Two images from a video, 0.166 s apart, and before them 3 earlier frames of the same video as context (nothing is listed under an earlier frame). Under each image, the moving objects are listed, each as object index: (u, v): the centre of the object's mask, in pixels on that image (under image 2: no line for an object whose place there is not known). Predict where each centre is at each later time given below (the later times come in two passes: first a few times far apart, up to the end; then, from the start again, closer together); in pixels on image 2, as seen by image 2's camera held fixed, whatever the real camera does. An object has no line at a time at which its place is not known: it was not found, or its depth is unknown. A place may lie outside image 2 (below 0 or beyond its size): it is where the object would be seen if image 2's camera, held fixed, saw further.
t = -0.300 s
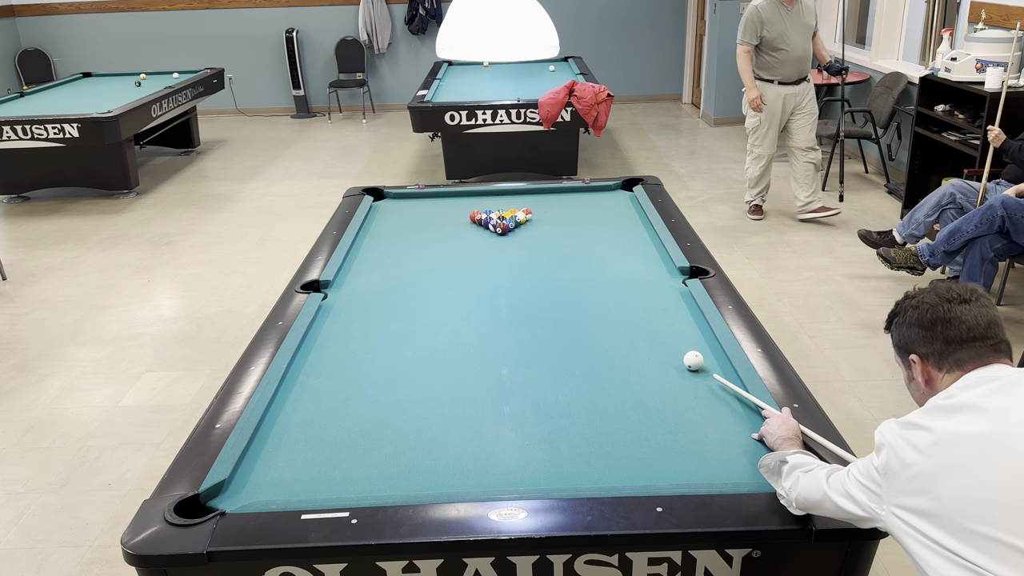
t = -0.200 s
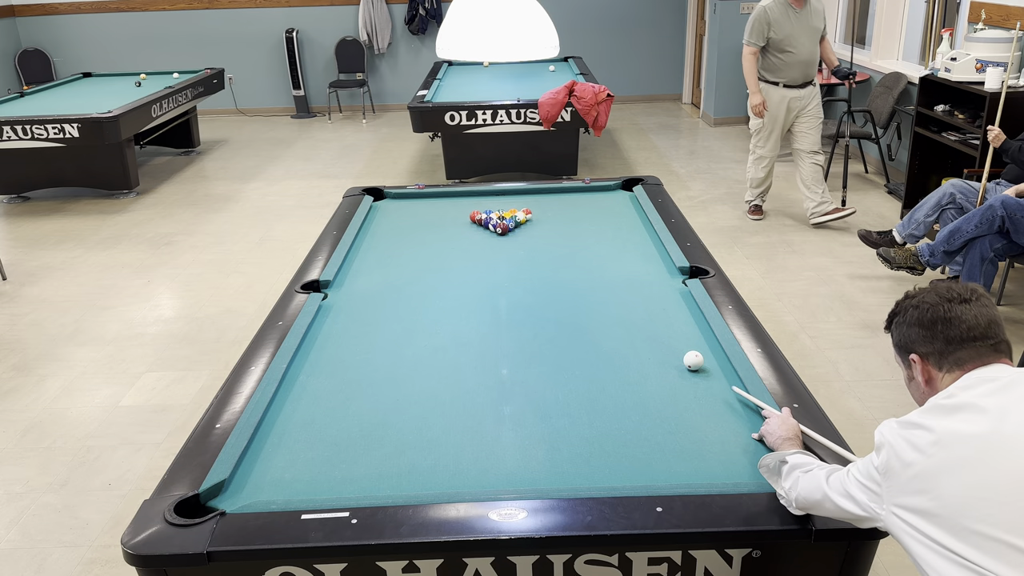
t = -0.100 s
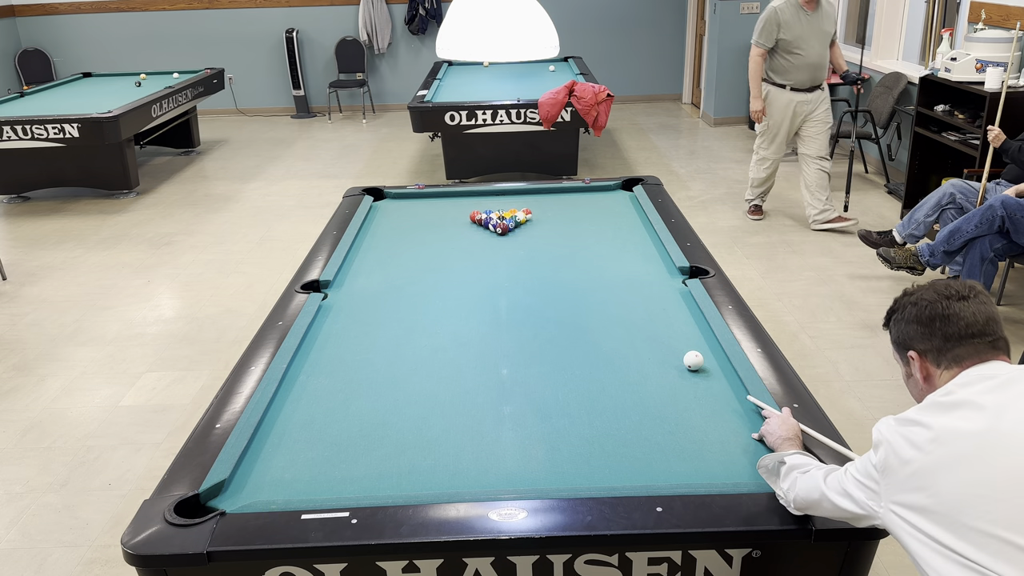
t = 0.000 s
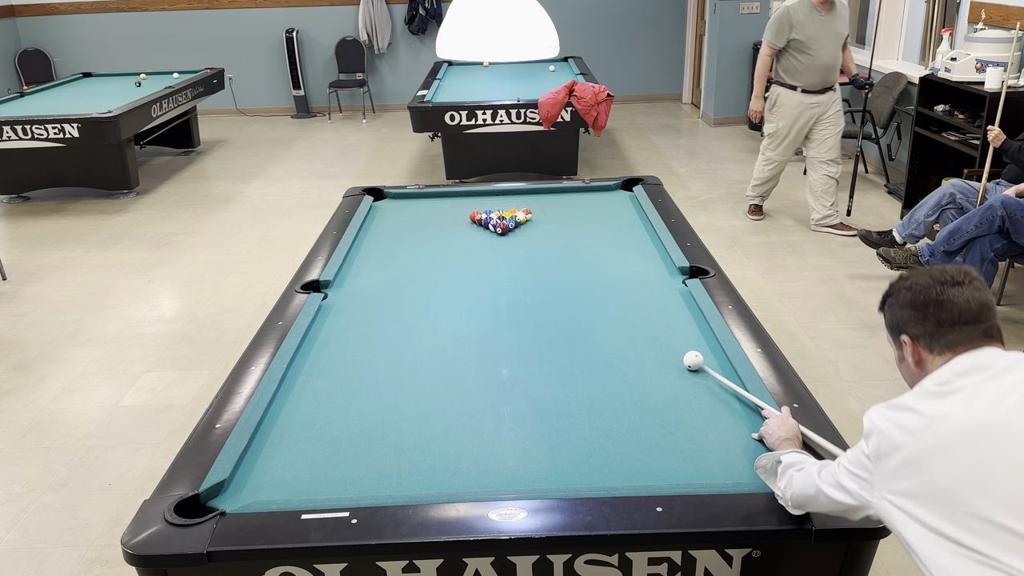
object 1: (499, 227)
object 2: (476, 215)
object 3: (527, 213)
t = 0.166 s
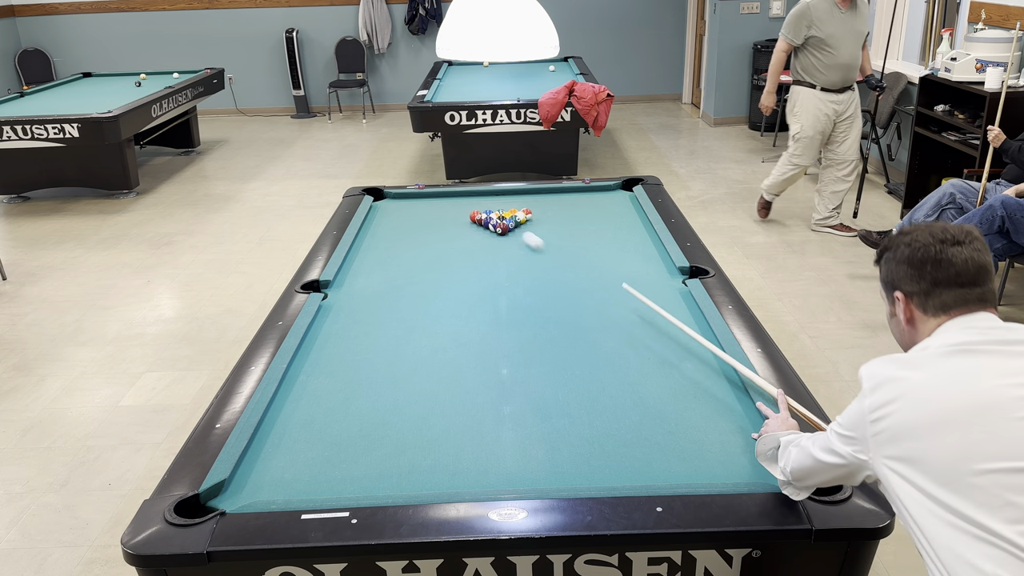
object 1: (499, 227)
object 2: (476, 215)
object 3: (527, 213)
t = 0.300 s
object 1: (460, 238)
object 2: (434, 212)
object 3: (543, 209)
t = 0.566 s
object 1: (368, 259)
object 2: (389, 205)
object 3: (564, 201)
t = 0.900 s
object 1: (386, 275)
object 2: (442, 196)
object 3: (502, 194)
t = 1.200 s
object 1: (427, 286)
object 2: (463, 193)
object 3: (488, 195)
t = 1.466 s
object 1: (464, 297)
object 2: (457, 194)
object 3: (501, 199)
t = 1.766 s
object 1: (507, 310)
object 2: (452, 195)
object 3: (515, 204)
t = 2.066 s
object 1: (552, 323)
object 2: (447, 196)
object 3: (528, 209)
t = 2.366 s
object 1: (598, 337)
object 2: (444, 197)
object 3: (540, 213)
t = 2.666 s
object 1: (646, 351)
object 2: (442, 197)
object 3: (551, 217)
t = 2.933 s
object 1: (690, 364)
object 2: (441, 197)
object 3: (561, 221)
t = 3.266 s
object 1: (723, 379)
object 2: (441, 197)
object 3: (571, 225)
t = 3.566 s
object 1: (709, 389)
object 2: (441, 197)
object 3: (579, 228)
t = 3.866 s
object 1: (696, 398)
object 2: (441, 197)
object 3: (580, 230)
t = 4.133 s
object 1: (685, 405)
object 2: (441, 197)
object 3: (581, 230)
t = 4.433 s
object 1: (675, 412)
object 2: (441, 197)
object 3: (581, 231)
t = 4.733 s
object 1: (667, 418)
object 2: (441, 197)
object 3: (581, 231)
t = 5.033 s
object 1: (659, 422)
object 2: (441, 197)
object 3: (581, 231)
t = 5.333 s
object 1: (654, 425)
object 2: (441, 198)
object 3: (581, 231)
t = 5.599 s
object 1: (651, 426)
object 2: (441, 198)
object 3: (581, 231)
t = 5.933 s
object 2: (441, 197)
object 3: (581, 231)
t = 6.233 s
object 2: (441, 197)
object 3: (581, 231)
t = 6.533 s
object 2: (441, 197)
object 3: (581, 231)
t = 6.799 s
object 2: (441, 197)
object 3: (581, 231)
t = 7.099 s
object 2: (441, 197)
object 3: (581, 231)
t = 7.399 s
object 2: (441, 197)
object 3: (581, 231)
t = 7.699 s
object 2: (441, 197)
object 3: (581, 231)
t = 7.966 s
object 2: (441, 197)
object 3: (581, 231)
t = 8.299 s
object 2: (441, 197)
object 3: (581, 231)
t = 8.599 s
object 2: (441, 197)
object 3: (581, 231)
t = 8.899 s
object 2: (441, 197)
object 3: (581, 231)
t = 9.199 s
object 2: (441, 197)
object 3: (581, 231)
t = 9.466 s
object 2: (441, 197)
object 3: (581, 231)
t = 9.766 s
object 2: (441, 197)
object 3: (581, 231)
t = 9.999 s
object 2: (441, 197)
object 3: (581, 231)
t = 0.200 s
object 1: (496, 228)
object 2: (475, 215)
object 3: (528, 212)
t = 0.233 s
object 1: (486, 231)
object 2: (460, 215)
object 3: (533, 210)
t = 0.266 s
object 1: (473, 234)
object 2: (447, 213)
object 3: (538, 210)
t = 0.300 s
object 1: (460, 238)
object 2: (434, 212)
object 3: (543, 209)
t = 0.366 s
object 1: (436, 244)
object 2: (411, 211)
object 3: (552, 207)
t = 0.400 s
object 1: (424, 246)
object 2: (401, 210)
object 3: (556, 206)
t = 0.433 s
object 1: (413, 249)
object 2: (391, 209)
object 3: (560, 205)
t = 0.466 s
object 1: (402, 252)
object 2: (381, 208)
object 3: (564, 204)
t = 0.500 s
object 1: (391, 254)
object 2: (375, 207)
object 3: (568, 202)
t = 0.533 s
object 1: (379, 257)
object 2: (382, 206)
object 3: (572, 201)
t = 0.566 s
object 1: (368, 259)
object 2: (389, 205)
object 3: (564, 201)
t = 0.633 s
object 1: (347, 265)
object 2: (400, 203)
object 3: (547, 199)
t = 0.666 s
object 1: (354, 266)
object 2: (406, 203)
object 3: (540, 199)
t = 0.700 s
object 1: (359, 267)
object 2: (411, 202)
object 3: (533, 198)
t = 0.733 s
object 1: (364, 269)
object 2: (416, 201)
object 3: (527, 198)
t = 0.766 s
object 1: (369, 269)
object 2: (422, 200)
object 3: (522, 197)
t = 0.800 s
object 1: (373, 271)
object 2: (427, 199)
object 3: (517, 196)
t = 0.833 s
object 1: (377, 272)
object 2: (432, 198)
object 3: (512, 195)
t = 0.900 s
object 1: (386, 275)
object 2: (442, 196)
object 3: (502, 194)
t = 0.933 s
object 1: (391, 276)
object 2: (447, 196)
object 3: (497, 194)
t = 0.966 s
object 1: (395, 277)
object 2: (452, 195)
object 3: (493, 193)
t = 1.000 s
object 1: (400, 278)
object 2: (457, 194)
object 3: (488, 192)
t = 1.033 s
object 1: (404, 280)
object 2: (462, 193)
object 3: (484, 192)
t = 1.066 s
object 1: (409, 281)
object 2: (466, 193)
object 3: (481, 193)
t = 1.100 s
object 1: (413, 282)
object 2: (467, 193)
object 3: (481, 193)
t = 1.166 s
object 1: (422, 285)
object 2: (464, 193)
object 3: (486, 194)
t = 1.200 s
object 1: (427, 286)
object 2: (463, 193)
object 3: (488, 195)
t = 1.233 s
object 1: (431, 288)
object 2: (463, 193)
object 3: (490, 196)
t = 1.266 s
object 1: (436, 289)
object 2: (462, 193)
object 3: (492, 196)
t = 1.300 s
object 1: (441, 290)
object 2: (461, 194)
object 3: (493, 197)
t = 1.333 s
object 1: (445, 292)
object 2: (460, 194)
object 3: (495, 197)
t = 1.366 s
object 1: (450, 293)
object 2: (460, 194)
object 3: (496, 198)
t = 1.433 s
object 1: (459, 296)
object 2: (458, 194)
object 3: (499, 199)
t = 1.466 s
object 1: (464, 297)
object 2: (457, 194)
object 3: (501, 199)
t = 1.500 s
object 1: (469, 299)
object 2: (457, 195)
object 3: (503, 200)
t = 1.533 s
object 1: (473, 300)
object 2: (456, 195)
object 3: (504, 200)
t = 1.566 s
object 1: (478, 302)
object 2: (455, 195)
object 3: (506, 201)
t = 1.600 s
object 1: (483, 303)
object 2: (455, 195)
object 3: (507, 201)
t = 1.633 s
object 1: (488, 304)
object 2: (454, 195)
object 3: (509, 202)
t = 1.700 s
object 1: (497, 307)
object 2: (453, 195)
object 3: (512, 203)
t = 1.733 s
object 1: (503, 309)
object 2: (452, 195)
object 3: (513, 204)
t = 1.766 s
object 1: (507, 310)
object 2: (452, 195)
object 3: (515, 204)
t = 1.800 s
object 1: (512, 312)
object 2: (451, 196)
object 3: (516, 205)
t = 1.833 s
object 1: (517, 313)
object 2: (450, 196)
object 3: (518, 205)
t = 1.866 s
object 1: (522, 314)
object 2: (450, 196)
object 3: (519, 206)
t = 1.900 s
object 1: (527, 316)
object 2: (450, 196)
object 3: (521, 206)
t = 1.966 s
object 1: (537, 319)
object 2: (448, 196)
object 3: (524, 207)
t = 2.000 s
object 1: (542, 320)
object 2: (448, 196)
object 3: (525, 207)
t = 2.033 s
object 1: (547, 322)
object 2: (448, 196)
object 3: (527, 208)
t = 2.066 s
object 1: (552, 323)
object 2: (447, 196)
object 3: (528, 209)
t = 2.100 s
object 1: (557, 324)
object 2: (447, 196)
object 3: (530, 209)
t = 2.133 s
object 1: (562, 326)
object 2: (446, 196)
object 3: (531, 210)
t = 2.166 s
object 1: (568, 328)
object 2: (446, 197)
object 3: (532, 210)
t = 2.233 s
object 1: (578, 331)
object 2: (445, 197)
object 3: (535, 211)
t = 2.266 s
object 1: (583, 332)
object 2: (445, 197)
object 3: (536, 211)
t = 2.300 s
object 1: (588, 334)
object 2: (444, 197)
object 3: (537, 212)
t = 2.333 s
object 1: (593, 335)
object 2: (444, 197)
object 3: (539, 213)
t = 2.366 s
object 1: (598, 337)
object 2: (444, 197)
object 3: (540, 213)
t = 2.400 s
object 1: (604, 338)
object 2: (444, 197)
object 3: (541, 213)
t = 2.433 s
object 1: (609, 340)
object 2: (443, 197)
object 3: (543, 214)
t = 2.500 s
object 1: (620, 343)
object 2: (443, 197)
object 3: (545, 215)
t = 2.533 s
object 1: (625, 345)
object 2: (443, 197)
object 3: (547, 215)
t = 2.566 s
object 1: (630, 346)
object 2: (442, 197)
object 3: (548, 216)
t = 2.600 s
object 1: (635, 348)
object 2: (442, 197)
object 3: (549, 216)
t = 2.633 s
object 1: (641, 349)
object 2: (442, 197)
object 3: (550, 217)
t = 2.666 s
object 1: (646, 351)
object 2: (442, 197)
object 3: (551, 217)
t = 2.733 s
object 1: (658, 354)
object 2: (441, 197)
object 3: (554, 218)
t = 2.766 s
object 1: (663, 356)
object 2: (441, 197)
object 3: (555, 219)
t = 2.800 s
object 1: (668, 358)
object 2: (441, 197)
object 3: (556, 219)
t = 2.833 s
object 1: (674, 359)
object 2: (441, 197)
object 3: (557, 219)
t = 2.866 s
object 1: (679, 361)
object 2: (441, 197)
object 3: (559, 220)
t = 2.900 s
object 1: (685, 363)
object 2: (441, 197)
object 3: (559, 220)
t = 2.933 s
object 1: (690, 364)
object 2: (441, 197)
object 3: (561, 221)
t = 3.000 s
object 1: (702, 368)
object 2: (441, 197)
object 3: (563, 222)
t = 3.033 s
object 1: (708, 370)
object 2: (441, 197)
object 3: (564, 222)
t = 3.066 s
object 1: (713, 371)
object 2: (441, 197)
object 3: (565, 222)
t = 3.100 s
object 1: (719, 373)
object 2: (441, 197)
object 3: (566, 223)
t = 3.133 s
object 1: (725, 374)
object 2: (441, 197)
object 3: (567, 223)
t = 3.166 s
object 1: (728, 376)
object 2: (441, 197)
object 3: (568, 224)
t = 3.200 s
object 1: (726, 377)
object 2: (441, 197)
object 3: (569, 224)
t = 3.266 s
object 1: (723, 379)
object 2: (441, 197)
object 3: (571, 225)
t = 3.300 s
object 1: (721, 381)
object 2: (441, 197)
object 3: (572, 226)
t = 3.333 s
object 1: (720, 382)
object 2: (441, 197)
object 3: (573, 226)
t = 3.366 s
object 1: (718, 383)
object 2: (441, 197)
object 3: (574, 226)
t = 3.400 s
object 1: (717, 384)
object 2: (441, 197)
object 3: (575, 227)
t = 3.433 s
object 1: (715, 385)
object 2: (441, 197)
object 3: (576, 227)
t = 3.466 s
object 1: (713, 386)
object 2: (441, 197)
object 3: (576, 227)
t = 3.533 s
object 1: (710, 388)
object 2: (441, 197)
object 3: (578, 228)
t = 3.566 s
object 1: (709, 389)
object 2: (441, 197)
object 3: (579, 228)
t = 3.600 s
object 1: (707, 391)
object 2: (441, 197)
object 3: (579, 228)
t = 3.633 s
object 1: (706, 391)
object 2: (441, 197)
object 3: (579, 229)
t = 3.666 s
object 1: (704, 392)
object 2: (441, 197)
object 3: (579, 229)
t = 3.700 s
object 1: (703, 393)
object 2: (441, 197)
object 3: (580, 229)
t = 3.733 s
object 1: (701, 394)
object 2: (441, 197)
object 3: (580, 229)
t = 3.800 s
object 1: (698, 396)
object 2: (441, 197)
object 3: (580, 230)
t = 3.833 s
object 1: (697, 397)
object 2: (441, 197)
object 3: (580, 230)
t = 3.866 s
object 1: (696, 398)
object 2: (441, 197)
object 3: (580, 230)
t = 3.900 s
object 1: (694, 399)
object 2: (441, 197)
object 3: (581, 230)
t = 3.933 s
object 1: (693, 400)
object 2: (441, 197)
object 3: (581, 230)
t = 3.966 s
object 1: (691, 401)
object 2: (441, 197)
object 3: (581, 230)
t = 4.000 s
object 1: (690, 402)
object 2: (441, 197)
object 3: (581, 230)
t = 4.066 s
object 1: (687, 403)
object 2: (441, 197)
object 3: (581, 230)
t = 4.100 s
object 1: (686, 404)
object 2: (441, 197)
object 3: (581, 231)
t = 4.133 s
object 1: (685, 405)
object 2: (441, 197)
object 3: (581, 230)
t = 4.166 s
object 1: (684, 406)
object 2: (441, 197)
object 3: (581, 231)
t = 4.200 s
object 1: (683, 407)
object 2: (441, 197)
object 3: (581, 231)
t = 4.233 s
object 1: (682, 407)
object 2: (441, 197)
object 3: (581, 231)
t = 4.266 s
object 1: (680, 408)
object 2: (441, 197)
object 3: (581, 231)
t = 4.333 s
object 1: (678, 410)
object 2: (441, 197)
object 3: (581, 231)
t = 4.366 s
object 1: (677, 411)
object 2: (441, 197)
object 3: (581, 231)
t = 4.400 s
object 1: (676, 411)
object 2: (441, 197)
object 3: (581, 231)
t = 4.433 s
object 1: (675, 412)
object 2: (441, 197)
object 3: (581, 231)
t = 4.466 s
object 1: (674, 413)
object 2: (441, 197)
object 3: (581, 231)
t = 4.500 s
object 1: (673, 414)
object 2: (441, 197)
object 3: (581, 231)
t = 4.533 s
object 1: (672, 414)
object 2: (441, 197)
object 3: (581, 231)
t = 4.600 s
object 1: (670, 416)
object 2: (441, 197)
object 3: (581, 231)
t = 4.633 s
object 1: (669, 416)
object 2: (441, 197)
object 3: (581, 231)
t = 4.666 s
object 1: (668, 417)
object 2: (441, 197)
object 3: (581, 231)
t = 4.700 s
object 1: (667, 418)
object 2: (441, 197)
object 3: (581, 231)
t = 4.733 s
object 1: (667, 418)
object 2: (441, 197)
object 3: (581, 231)
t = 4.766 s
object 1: (666, 418)
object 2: (441, 197)
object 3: (581, 231)
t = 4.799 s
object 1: (665, 419)
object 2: (441, 197)
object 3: (581, 231)
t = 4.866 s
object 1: (663, 420)
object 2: (441, 197)
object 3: (581, 231)
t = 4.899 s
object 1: (662, 420)
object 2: (441, 197)
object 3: (581, 231)
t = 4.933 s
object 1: (661, 421)
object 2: (441, 197)
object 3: (581, 231)
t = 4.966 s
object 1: (661, 421)
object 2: (441, 197)
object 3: (581, 231)
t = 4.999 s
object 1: (660, 422)
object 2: (441, 197)
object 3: (581, 231)
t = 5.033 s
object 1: (659, 422)
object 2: (441, 197)
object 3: (581, 231)
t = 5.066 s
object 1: (659, 423)
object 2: (441, 197)
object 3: (581, 231)
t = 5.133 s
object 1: (658, 423)
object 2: (441, 197)
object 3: (581, 231)
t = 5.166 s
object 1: (657, 424)
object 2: (441, 197)
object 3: (581, 231)
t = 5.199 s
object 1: (656, 424)
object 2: (441, 198)
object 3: (581, 231)
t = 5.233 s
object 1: (656, 424)
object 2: (441, 198)
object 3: (581, 231)
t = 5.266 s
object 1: (655, 425)
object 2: (441, 197)
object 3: (581, 231)
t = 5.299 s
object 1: (655, 425)
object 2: (441, 197)
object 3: (581, 231)
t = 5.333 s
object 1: (654, 425)
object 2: (441, 198)
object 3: (581, 231)
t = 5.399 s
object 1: (653, 425)
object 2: (441, 197)
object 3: (581, 231)
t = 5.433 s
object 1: (653, 426)
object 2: (441, 198)
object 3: (581, 231)
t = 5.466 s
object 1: (652, 426)
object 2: (441, 197)
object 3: (581, 231)
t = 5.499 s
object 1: (652, 426)
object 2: (441, 198)
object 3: (581, 231)
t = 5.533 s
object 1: (651, 426)
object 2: (441, 198)
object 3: (581, 231)
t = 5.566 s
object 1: (651, 426)
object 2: (441, 198)
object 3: (581, 231)
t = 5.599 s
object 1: (651, 426)
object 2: (441, 198)
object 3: (581, 231)
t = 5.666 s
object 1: (650, 426)
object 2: (441, 198)
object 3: (581, 231)
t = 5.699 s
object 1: (650, 426)
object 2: (441, 198)
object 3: (581, 231)
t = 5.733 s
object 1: (650, 426)
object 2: (441, 198)
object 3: (581, 231)
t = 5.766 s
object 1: (650, 426)
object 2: (441, 198)
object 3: (581, 231)
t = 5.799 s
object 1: (650, 427)
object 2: (441, 198)
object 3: (581, 231)
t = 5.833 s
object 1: (650, 427)
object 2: (441, 197)
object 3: (581, 231)
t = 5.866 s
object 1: (650, 426)
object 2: (441, 198)
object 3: (581, 231)
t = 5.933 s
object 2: (441, 197)
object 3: (581, 231)
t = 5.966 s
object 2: (441, 197)
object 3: (581, 231)
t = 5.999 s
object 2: (441, 198)
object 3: (581, 231)
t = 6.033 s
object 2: (441, 197)
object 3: (581, 231)
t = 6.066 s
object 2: (441, 197)
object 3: (581, 231)
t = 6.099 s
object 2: (441, 197)
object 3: (581, 231)
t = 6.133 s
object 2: (441, 197)
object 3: (581, 231)
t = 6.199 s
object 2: (441, 197)
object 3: (581, 231)
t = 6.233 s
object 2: (441, 197)
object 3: (581, 231)
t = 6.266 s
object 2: (441, 197)
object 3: (581, 231)
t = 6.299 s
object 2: (441, 197)
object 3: (581, 231)
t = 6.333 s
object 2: (441, 197)
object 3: (581, 231)
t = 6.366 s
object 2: (441, 197)
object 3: (581, 231)
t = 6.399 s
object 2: (441, 197)
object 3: (581, 231)
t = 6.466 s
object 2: (441, 198)
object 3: (581, 231)
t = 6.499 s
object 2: (441, 197)
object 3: (581, 231)
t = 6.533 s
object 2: (441, 197)
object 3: (581, 231)
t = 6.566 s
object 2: (441, 197)
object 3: (581, 231)
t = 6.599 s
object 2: (441, 197)
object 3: (581, 231)
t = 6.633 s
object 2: (441, 197)
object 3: (581, 231)
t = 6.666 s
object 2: (441, 197)
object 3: (581, 231)
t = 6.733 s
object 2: (441, 197)
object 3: (581, 231)
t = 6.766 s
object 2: (441, 197)
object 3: (581, 231)
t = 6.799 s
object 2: (441, 197)
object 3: (581, 231)
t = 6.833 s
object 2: (441, 197)
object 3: (581, 231)
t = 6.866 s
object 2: (441, 197)
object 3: (581, 231)
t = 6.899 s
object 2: (441, 197)
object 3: (581, 231)
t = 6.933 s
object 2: (441, 197)
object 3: (581, 231)
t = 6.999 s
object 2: (441, 197)
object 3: (581, 231)
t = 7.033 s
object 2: (441, 197)
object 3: (581, 231)
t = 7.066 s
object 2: (441, 197)
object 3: (581, 231)
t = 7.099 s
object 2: (441, 197)
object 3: (581, 231)
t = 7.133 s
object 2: (441, 197)
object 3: (581, 231)
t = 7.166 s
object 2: (441, 197)
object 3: (581, 231)
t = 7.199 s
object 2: (441, 197)
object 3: (581, 231)
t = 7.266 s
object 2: (441, 197)
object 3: (581, 231)
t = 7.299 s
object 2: (441, 197)
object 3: (581, 231)
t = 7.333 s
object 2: (441, 197)
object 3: (581, 231)
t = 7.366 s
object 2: (441, 197)
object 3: (581, 231)
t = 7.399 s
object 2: (441, 197)
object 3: (581, 231)
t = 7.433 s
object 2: (441, 197)
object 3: (581, 231)
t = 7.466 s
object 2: (441, 197)
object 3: (581, 231)
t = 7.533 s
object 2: (441, 197)
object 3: (581, 231)
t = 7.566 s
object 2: (441, 197)
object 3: (581, 231)
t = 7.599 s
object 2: (441, 197)
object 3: (581, 231)
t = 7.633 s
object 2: (441, 197)
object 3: (581, 231)
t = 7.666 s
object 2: (441, 197)
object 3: (581, 231)
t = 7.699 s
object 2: (441, 197)
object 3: (581, 231)
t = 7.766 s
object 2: (441, 197)
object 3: (581, 231)
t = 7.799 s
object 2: (441, 197)
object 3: (581, 231)
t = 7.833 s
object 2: (441, 197)
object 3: (581, 231)
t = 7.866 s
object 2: (441, 197)
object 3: (581, 231)
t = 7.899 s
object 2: (441, 197)
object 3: (581, 231)
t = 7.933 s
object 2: (441, 197)
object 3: (581, 231)
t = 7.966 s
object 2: (441, 197)
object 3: (581, 231)
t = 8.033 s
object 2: (441, 197)
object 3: (581, 231)
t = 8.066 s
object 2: (441, 197)
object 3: (581, 231)
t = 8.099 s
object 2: (441, 197)
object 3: (581, 231)
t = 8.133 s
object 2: (441, 197)
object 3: (581, 231)
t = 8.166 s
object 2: (441, 197)
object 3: (581, 231)
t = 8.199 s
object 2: (441, 197)
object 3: (581, 231)
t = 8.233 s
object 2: (441, 197)
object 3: (581, 231)
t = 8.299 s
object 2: (441, 197)
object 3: (581, 231)
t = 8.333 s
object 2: (441, 197)
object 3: (581, 231)
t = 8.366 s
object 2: (441, 197)
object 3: (581, 231)
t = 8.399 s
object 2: (441, 197)
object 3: (581, 231)
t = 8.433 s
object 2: (441, 197)
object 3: (581, 231)
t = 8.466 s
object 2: (441, 197)
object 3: (581, 231)
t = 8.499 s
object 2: (441, 197)
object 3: (581, 231)
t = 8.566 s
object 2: (441, 197)
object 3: (581, 231)
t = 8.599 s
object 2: (441, 197)
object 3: (581, 231)
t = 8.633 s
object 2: (441, 197)
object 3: (581, 231)
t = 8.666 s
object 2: (441, 197)
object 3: (581, 231)
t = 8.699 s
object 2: (441, 197)
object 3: (581, 231)
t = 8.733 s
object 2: (441, 197)
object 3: (581, 231)
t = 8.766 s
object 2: (441, 197)
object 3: (581, 231)
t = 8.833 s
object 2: (441, 197)
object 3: (581, 231)
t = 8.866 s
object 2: (441, 197)
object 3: (581, 231)
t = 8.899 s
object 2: (441, 197)
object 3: (581, 231)
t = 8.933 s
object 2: (441, 197)
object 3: (581, 231)
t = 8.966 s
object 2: (441, 197)
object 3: (581, 231)
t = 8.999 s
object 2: (441, 197)
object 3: (581, 231)
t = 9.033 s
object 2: (441, 197)
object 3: (581, 231)
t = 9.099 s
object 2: (441, 197)
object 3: (581, 231)
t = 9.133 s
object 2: (441, 197)
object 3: (581, 231)
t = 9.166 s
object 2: (441, 197)
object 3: (581, 231)
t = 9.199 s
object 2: (441, 197)
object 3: (581, 231)
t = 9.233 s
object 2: (441, 197)
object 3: (581, 231)
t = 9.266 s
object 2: (441, 197)
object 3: (581, 231)
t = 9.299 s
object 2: (441, 197)
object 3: (581, 231)
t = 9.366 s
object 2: (441, 197)
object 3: (581, 231)
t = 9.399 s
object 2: (441, 197)
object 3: (581, 231)
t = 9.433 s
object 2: (441, 197)
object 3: (581, 231)
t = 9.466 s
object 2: (441, 197)
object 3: (581, 231)
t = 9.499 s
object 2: (441, 197)
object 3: (581, 231)
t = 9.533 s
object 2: (441, 197)
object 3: (581, 231)
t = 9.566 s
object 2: (441, 197)
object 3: (581, 231)
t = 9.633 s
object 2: (441, 197)
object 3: (581, 231)
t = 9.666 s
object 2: (441, 197)
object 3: (581, 231)
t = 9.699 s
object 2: (441, 197)
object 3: (581, 231)
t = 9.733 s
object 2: (441, 197)
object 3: (581, 231)
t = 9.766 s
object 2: (441, 197)
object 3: (581, 231)
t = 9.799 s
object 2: (441, 197)
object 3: (581, 231)
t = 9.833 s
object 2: (441, 197)
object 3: (581, 231)
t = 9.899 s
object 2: (441, 197)
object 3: (581, 231)
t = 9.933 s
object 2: (441, 197)
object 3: (581, 231)
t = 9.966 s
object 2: (441, 197)
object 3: (581, 231)
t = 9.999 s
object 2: (441, 197)
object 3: (581, 231)
